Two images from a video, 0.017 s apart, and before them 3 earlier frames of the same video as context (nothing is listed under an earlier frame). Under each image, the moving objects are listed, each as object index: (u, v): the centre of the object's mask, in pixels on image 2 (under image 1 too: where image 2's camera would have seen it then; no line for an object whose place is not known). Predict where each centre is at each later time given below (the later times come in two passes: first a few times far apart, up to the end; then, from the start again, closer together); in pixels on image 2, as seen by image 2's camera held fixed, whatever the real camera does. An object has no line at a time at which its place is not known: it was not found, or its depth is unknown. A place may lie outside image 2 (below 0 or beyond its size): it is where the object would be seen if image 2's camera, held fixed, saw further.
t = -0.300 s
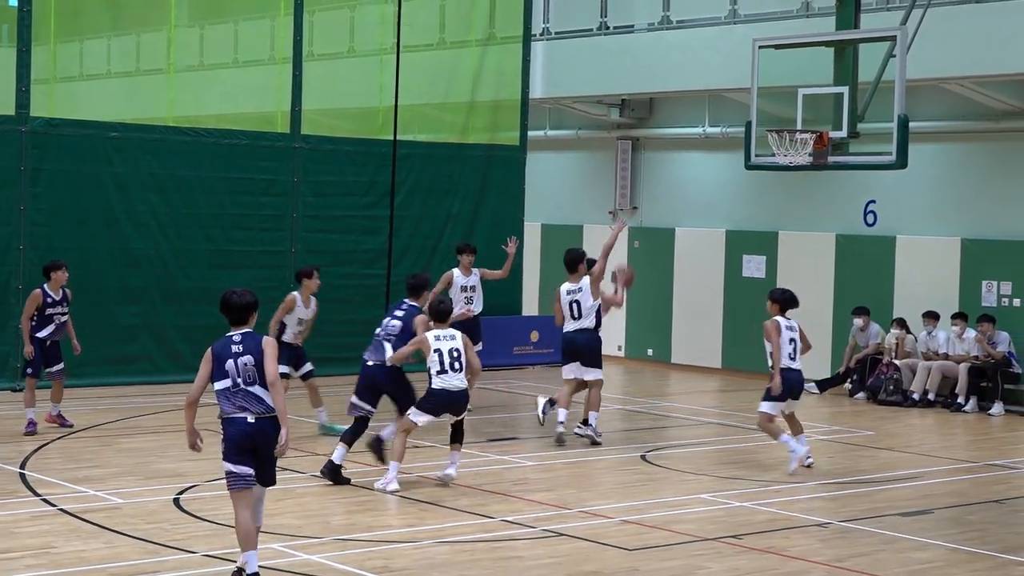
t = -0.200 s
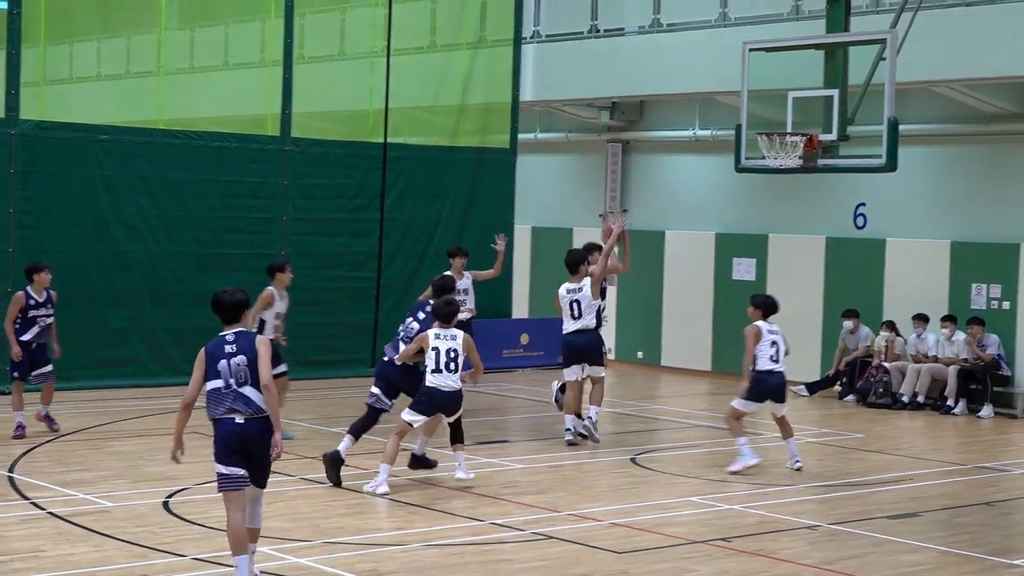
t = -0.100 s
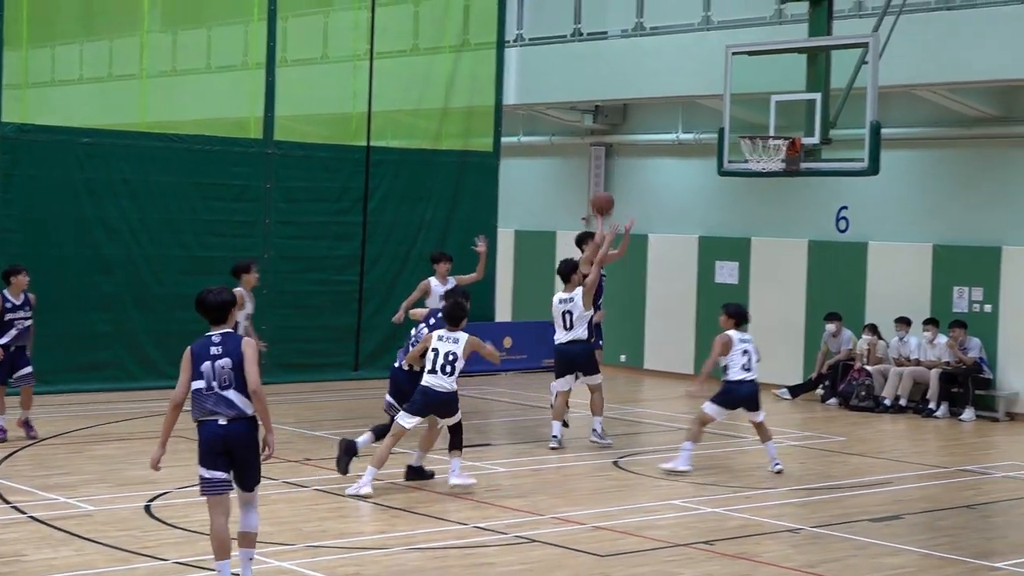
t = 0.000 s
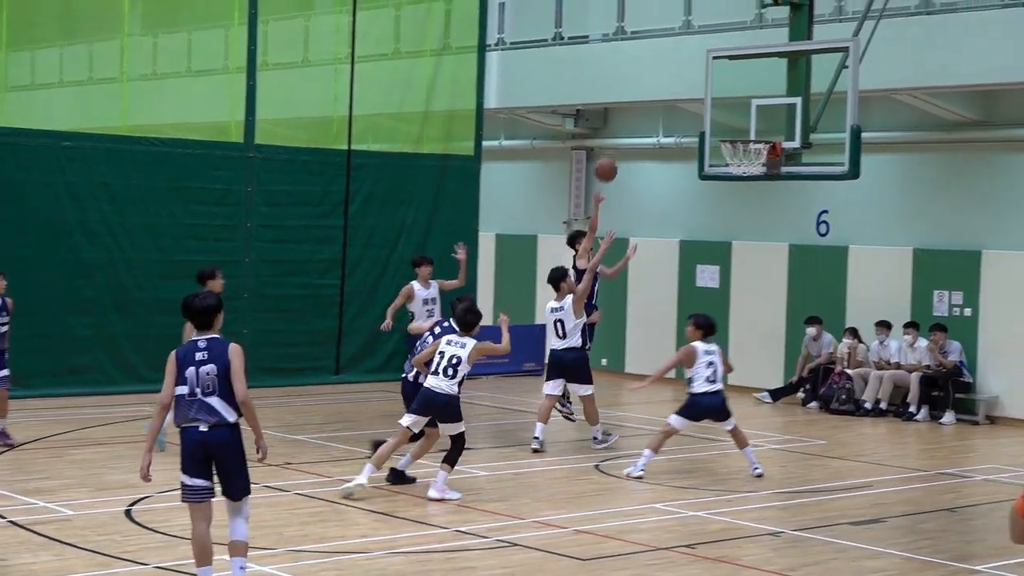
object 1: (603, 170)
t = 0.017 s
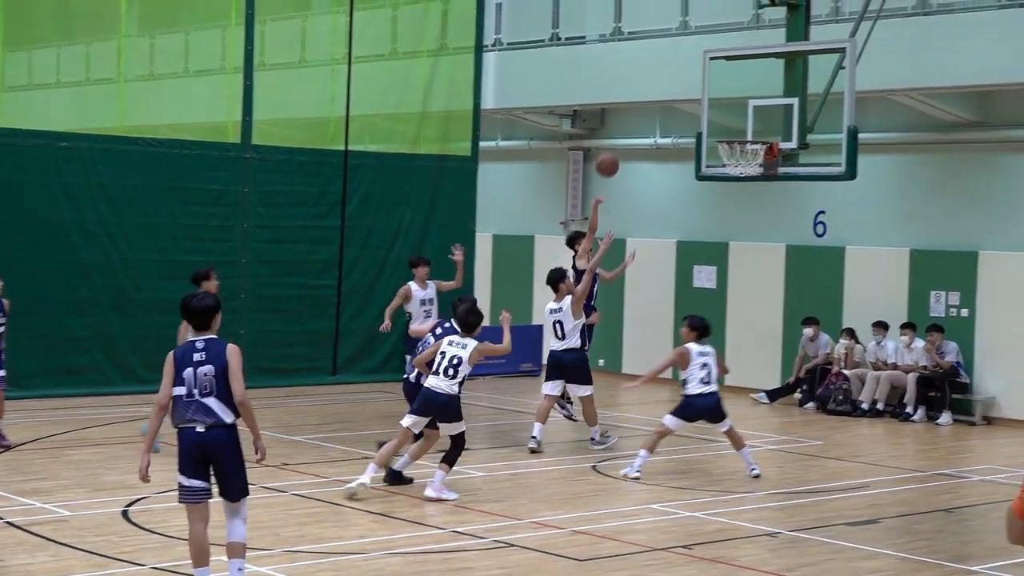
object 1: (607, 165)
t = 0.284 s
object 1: (683, 111)
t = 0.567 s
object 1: (760, 126)
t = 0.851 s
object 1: (761, 123)
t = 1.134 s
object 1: (775, 157)
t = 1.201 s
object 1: (778, 178)
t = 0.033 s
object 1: (611, 160)
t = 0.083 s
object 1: (626, 145)
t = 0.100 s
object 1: (630, 140)
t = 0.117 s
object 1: (635, 136)
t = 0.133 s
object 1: (640, 133)
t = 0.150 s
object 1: (645, 129)
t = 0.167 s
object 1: (650, 126)
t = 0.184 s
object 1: (654, 123)
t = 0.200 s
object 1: (660, 119)
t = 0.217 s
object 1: (664, 118)
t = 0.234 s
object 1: (669, 115)
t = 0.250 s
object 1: (673, 114)
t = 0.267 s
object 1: (678, 112)
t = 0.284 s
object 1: (683, 111)
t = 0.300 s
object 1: (689, 109)
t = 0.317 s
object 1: (693, 108)
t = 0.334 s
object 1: (698, 108)
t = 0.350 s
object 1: (703, 108)
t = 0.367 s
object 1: (708, 107)
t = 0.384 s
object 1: (713, 107)
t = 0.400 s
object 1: (718, 108)
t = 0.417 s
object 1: (722, 109)
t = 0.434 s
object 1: (729, 110)
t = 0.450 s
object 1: (733, 111)
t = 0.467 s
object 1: (737, 112)
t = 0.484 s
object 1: (743, 115)
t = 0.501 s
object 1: (748, 118)
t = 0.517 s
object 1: (753, 120)
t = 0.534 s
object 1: (756, 122)
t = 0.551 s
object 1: (758, 124)
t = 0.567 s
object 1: (760, 126)
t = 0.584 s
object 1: (762, 129)
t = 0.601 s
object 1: (762, 127)
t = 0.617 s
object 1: (762, 125)
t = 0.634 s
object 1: (762, 124)
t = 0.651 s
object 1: (762, 122)
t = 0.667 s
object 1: (762, 120)
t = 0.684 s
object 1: (762, 119)
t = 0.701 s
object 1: (762, 118)
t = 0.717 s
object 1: (762, 118)
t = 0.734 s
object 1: (762, 118)
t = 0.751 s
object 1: (762, 118)
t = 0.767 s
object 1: (761, 118)
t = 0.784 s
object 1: (761, 118)
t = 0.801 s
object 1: (761, 119)
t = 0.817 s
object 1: (761, 120)
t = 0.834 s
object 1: (761, 122)
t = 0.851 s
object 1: (761, 123)
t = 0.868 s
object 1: (761, 126)
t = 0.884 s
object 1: (761, 128)
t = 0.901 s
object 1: (761, 128)
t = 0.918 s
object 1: (762, 129)
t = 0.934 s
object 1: (763, 129)
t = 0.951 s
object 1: (764, 130)
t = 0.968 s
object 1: (765, 130)
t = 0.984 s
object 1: (767, 131)
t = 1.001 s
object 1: (767, 134)
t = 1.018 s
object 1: (769, 136)
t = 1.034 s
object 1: (770, 139)
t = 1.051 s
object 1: (771, 141)
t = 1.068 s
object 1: (772, 145)
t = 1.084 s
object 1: (772, 147)
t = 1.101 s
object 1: (774, 151)
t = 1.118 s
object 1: (775, 154)
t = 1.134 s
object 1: (775, 157)
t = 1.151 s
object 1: (776, 162)
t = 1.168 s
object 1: (777, 167)
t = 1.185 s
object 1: (778, 172)
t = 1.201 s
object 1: (778, 178)
